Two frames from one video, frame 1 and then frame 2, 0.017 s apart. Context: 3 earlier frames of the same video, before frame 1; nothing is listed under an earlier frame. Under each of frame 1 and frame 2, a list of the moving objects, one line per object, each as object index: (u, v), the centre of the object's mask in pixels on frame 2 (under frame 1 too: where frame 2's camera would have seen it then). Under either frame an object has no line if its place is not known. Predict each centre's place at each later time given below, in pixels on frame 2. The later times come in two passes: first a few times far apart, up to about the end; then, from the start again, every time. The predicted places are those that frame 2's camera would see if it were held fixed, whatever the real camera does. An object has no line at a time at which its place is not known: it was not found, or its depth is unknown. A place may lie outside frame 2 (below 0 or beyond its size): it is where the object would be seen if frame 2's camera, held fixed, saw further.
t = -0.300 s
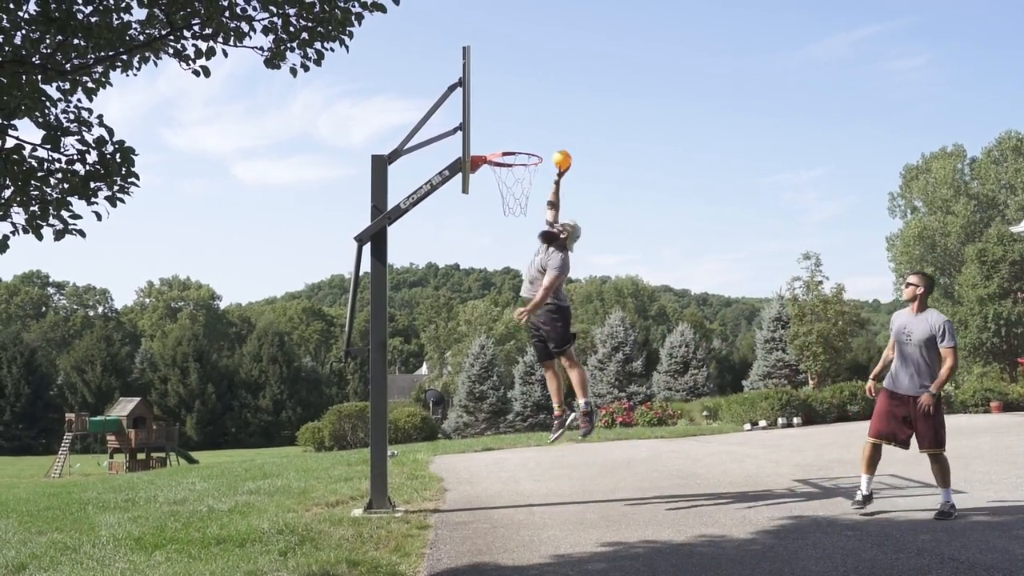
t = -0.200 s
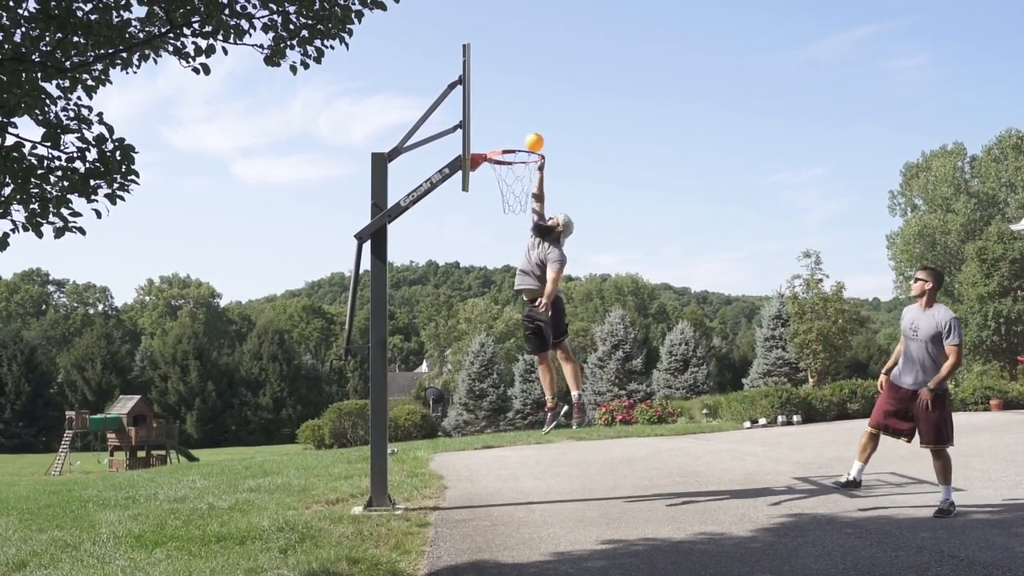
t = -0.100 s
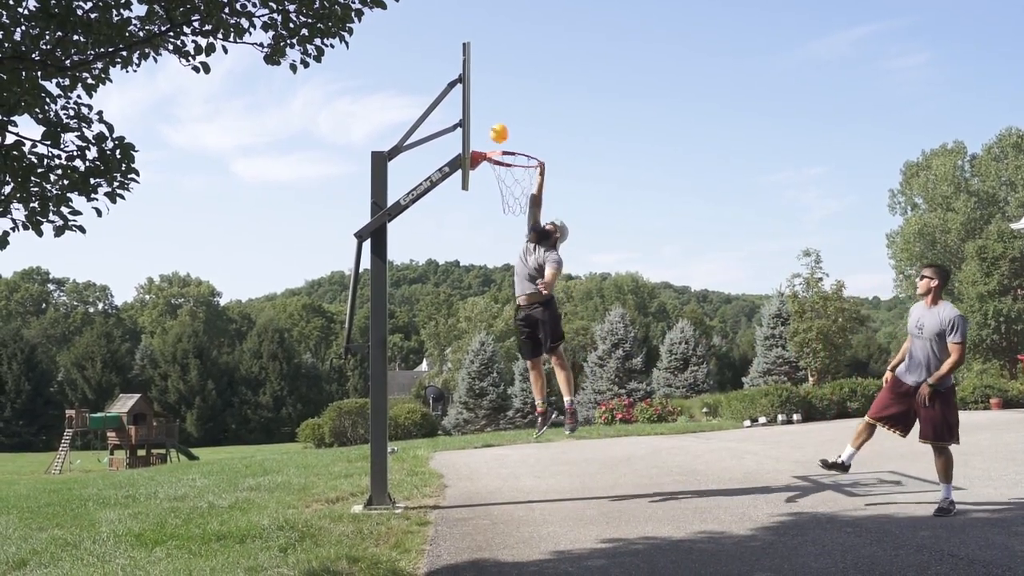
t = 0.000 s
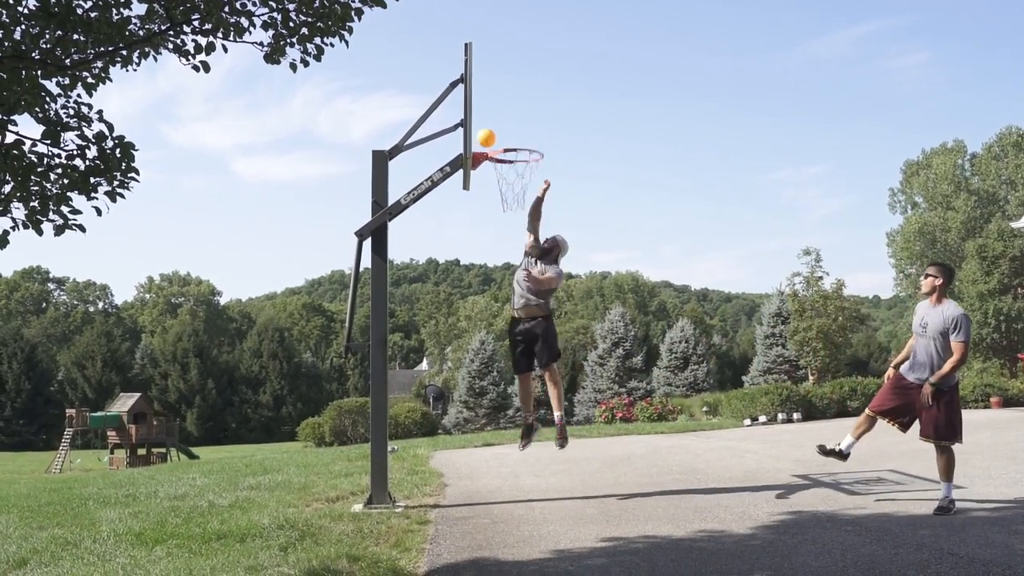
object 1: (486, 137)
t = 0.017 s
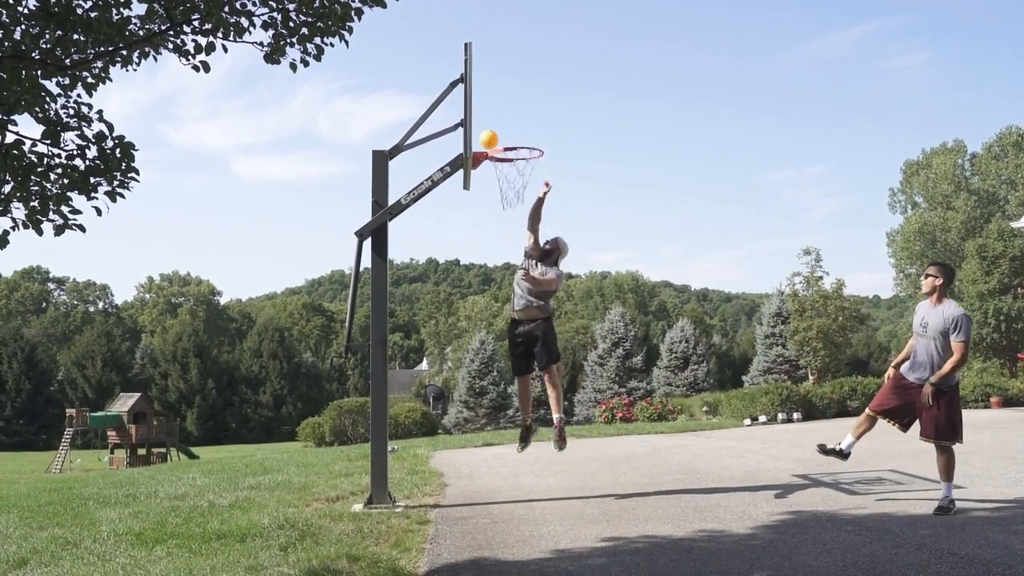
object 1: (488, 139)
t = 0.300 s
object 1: (533, 129)
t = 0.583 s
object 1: (561, 158)
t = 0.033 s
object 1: (495, 141)
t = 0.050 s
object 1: (500, 143)
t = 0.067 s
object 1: (503, 147)
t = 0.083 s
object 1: (509, 153)
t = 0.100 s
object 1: (514, 151)
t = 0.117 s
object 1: (517, 150)
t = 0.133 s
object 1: (520, 147)
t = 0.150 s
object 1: (522, 143)
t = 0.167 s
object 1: (523, 141)
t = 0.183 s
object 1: (524, 138)
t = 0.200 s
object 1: (526, 136)
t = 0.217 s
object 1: (526, 135)
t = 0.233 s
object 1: (528, 133)
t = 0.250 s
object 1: (529, 131)
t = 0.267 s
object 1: (530, 131)
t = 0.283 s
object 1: (532, 130)
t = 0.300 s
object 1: (533, 129)
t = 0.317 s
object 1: (534, 129)
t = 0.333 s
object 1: (535, 129)
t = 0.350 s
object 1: (536, 130)
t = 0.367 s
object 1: (537, 130)
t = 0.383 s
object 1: (539, 132)
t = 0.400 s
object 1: (541, 133)
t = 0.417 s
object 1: (541, 134)
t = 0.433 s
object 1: (543, 137)
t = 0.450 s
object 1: (544, 139)
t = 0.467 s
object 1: (545, 141)
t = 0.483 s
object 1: (547, 144)
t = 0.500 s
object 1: (548, 148)
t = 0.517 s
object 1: (549, 149)
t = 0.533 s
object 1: (553, 151)
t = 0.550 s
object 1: (556, 154)
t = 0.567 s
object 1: (558, 155)
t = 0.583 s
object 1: (561, 158)
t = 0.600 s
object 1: (565, 161)
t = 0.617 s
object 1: (567, 163)
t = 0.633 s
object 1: (570, 168)
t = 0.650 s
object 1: (574, 172)
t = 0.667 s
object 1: (576, 174)
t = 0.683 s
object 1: (579, 179)
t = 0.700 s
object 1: (583, 185)
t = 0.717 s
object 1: (585, 188)
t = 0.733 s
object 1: (588, 194)
